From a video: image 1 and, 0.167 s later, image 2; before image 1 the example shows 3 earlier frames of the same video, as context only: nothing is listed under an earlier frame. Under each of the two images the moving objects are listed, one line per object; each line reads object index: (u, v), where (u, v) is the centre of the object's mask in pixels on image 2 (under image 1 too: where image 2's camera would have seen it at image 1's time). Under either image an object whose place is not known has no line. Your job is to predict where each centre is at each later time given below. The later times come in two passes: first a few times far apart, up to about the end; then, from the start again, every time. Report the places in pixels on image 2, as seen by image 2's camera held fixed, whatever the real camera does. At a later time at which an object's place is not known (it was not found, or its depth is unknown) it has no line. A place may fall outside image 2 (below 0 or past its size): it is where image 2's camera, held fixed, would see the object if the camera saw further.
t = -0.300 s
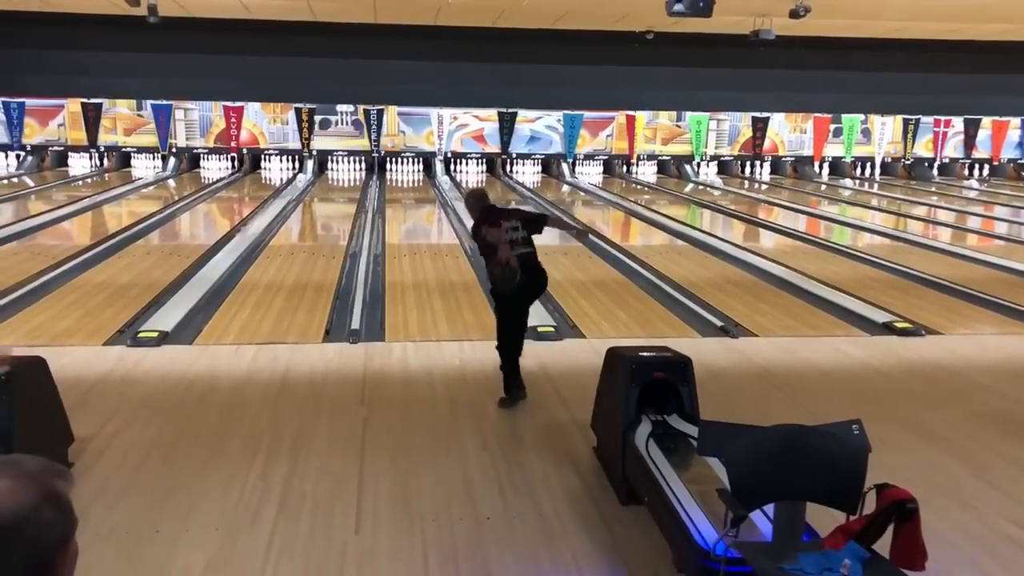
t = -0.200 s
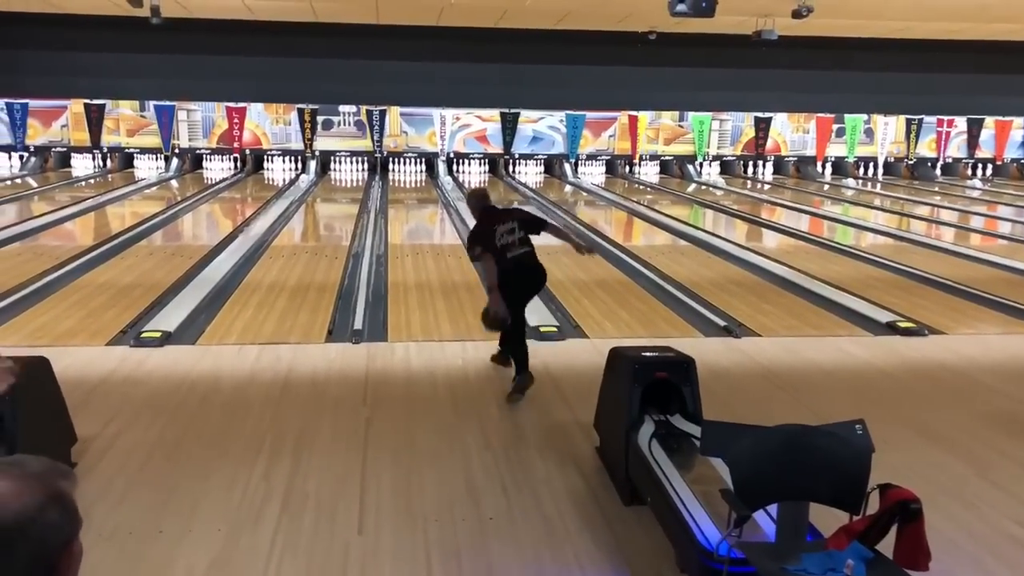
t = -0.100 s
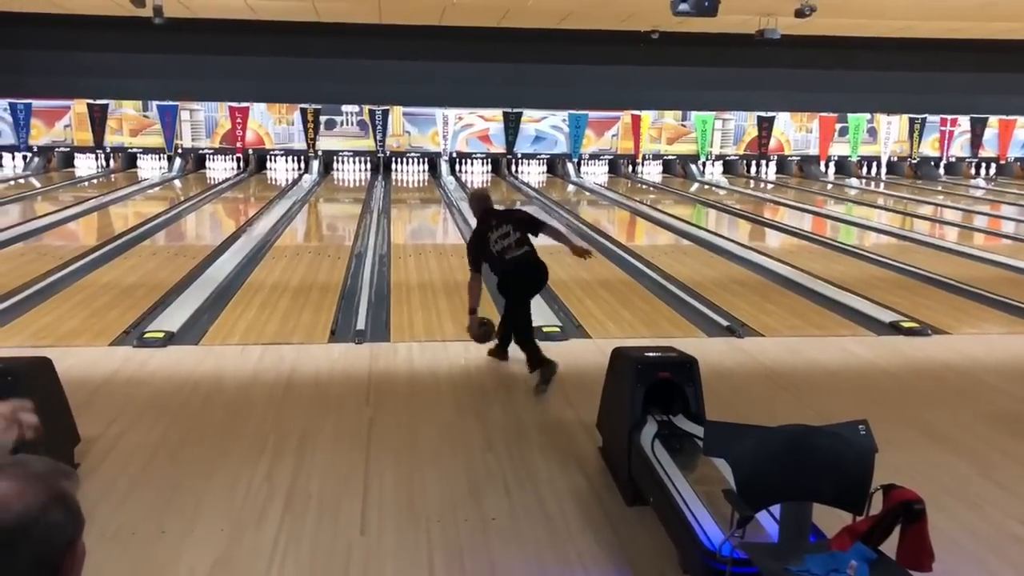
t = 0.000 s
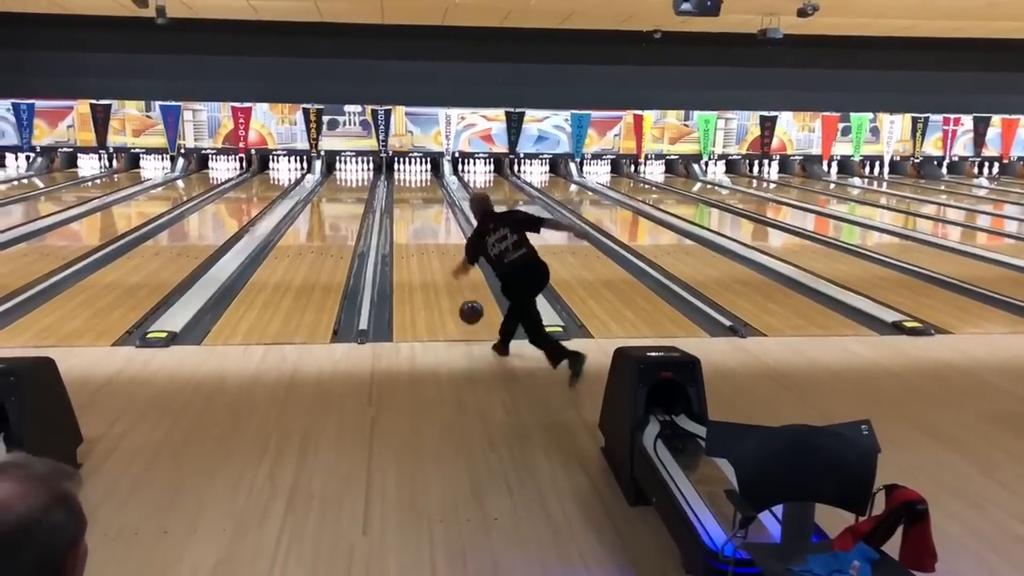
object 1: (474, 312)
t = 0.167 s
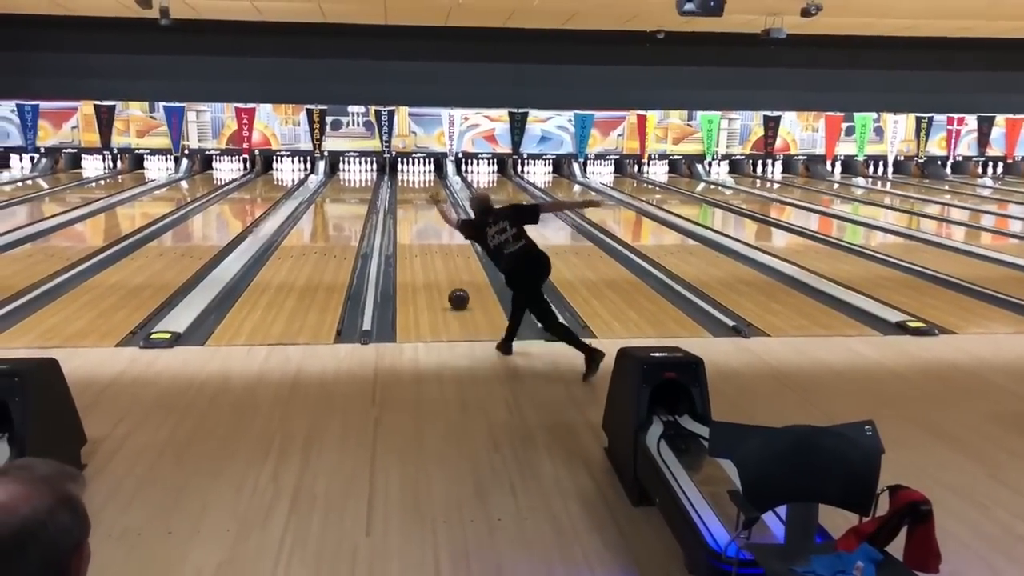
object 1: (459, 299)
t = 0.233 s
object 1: (453, 289)
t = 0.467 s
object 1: (439, 259)
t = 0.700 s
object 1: (429, 238)
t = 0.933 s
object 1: (422, 222)
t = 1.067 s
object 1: (418, 215)
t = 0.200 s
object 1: (456, 293)
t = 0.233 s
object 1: (453, 289)
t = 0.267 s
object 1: (451, 284)
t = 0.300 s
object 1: (449, 279)
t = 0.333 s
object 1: (447, 274)
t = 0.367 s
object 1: (445, 270)
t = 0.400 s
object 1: (443, 266)
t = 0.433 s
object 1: (441, 263)
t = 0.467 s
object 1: (439, 259)
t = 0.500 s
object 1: (438, 255)
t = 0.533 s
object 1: (436, 252)
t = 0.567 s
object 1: (435, 249)
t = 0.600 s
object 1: (433, 246)
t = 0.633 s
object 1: (432, 243)
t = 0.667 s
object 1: (431, 240)
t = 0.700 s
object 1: (429, 238)
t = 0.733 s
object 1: (428, 235)
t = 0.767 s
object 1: (427, 233)
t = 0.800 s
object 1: (426, 231)
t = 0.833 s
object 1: (425, 228)
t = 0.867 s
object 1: (424, 226)
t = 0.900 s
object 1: (423, 224)
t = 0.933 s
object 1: (422, 222)
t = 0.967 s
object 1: (421, 220)
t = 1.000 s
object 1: (420, 218)
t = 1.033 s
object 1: (419, 216)
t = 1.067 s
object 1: (418, 215)
